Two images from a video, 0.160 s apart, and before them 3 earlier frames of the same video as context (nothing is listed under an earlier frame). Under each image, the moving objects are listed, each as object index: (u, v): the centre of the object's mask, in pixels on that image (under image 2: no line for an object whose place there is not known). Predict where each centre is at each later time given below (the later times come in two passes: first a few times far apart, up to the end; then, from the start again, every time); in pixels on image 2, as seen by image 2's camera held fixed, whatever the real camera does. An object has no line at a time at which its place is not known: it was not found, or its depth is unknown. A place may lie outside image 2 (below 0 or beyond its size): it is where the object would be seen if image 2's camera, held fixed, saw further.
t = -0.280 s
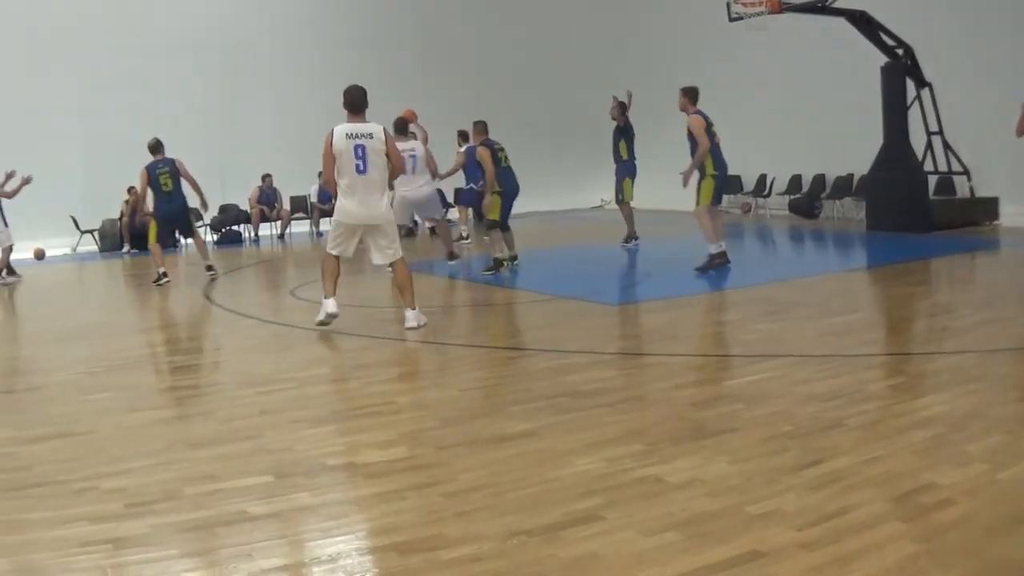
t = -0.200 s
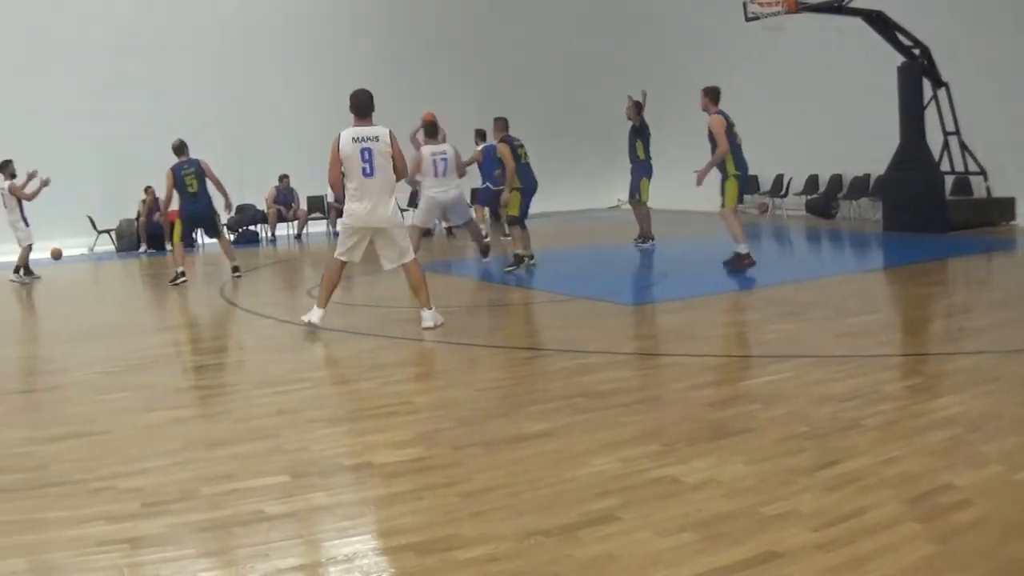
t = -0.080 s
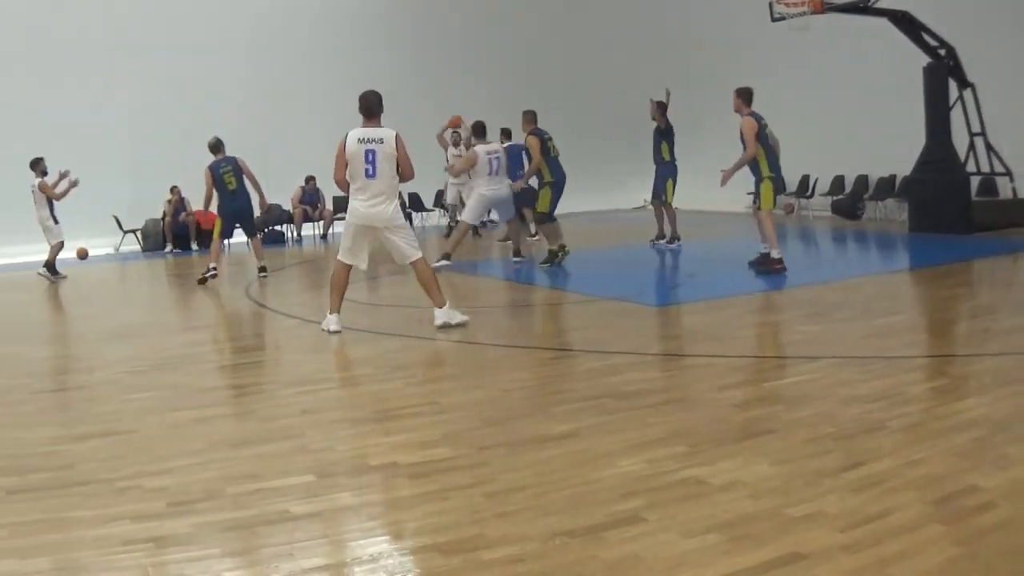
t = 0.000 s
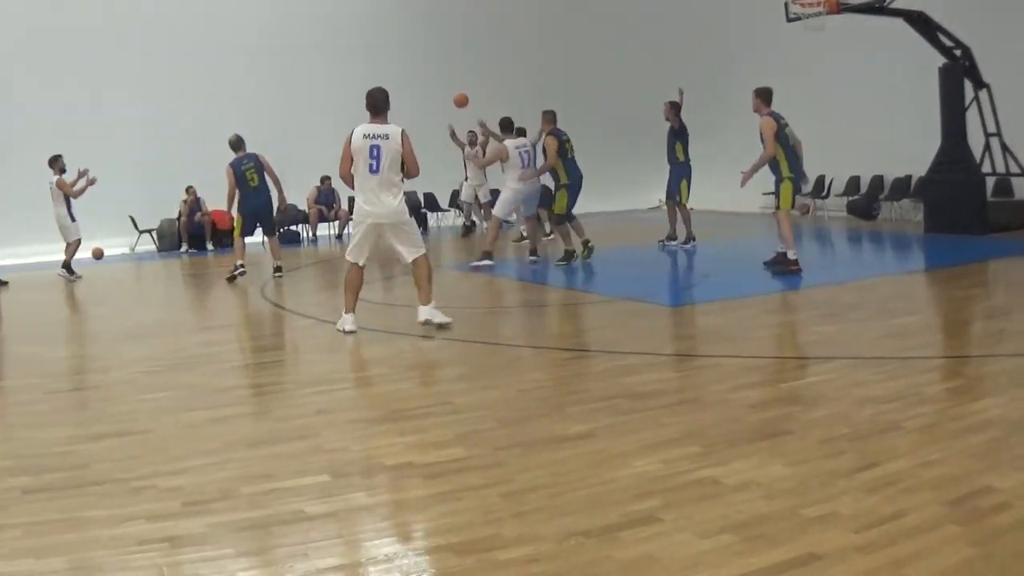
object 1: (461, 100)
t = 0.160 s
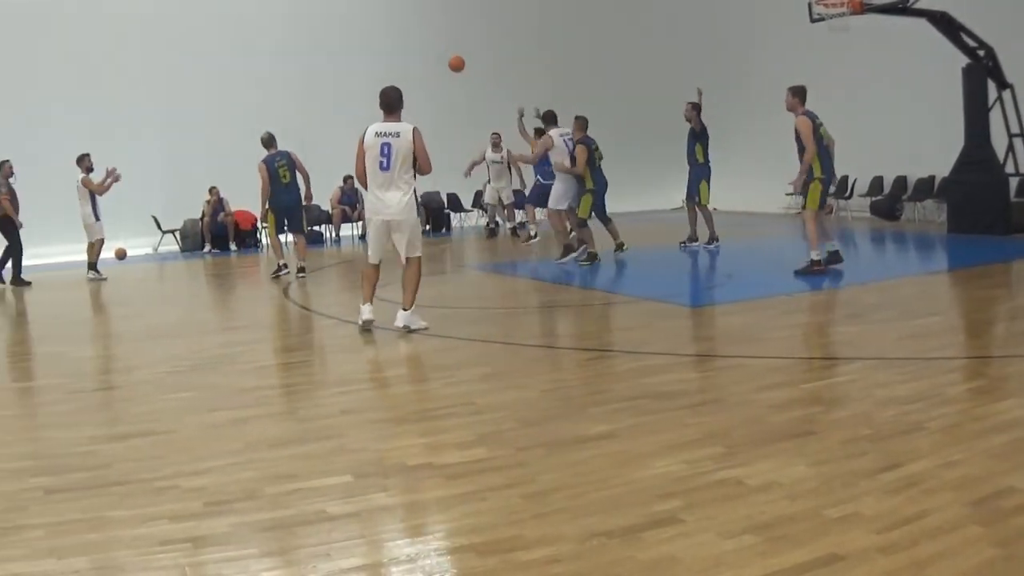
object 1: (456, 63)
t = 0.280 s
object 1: (437, 44)
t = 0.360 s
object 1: (421, 35)
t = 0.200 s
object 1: (450, 56)
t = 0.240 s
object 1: (444, 49)
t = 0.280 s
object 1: (437, 44)
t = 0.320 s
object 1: (429, 39)
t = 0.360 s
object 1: (421, 35)
